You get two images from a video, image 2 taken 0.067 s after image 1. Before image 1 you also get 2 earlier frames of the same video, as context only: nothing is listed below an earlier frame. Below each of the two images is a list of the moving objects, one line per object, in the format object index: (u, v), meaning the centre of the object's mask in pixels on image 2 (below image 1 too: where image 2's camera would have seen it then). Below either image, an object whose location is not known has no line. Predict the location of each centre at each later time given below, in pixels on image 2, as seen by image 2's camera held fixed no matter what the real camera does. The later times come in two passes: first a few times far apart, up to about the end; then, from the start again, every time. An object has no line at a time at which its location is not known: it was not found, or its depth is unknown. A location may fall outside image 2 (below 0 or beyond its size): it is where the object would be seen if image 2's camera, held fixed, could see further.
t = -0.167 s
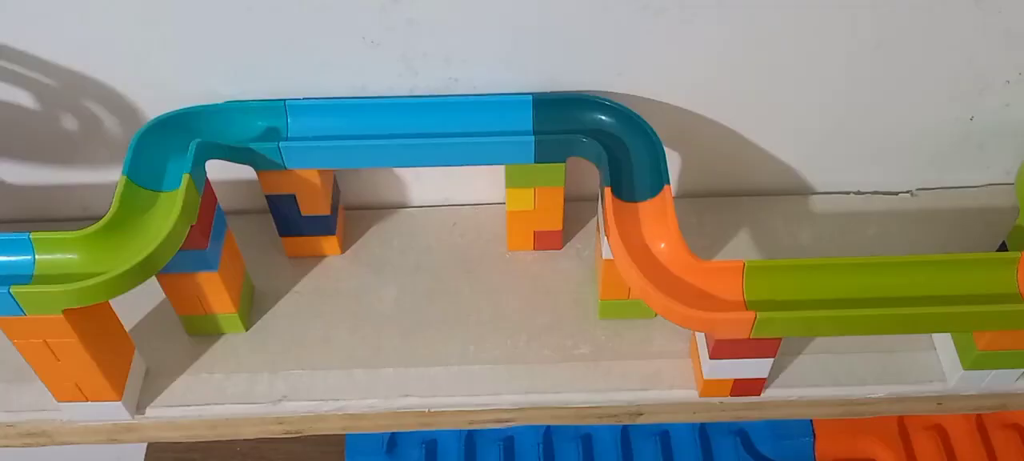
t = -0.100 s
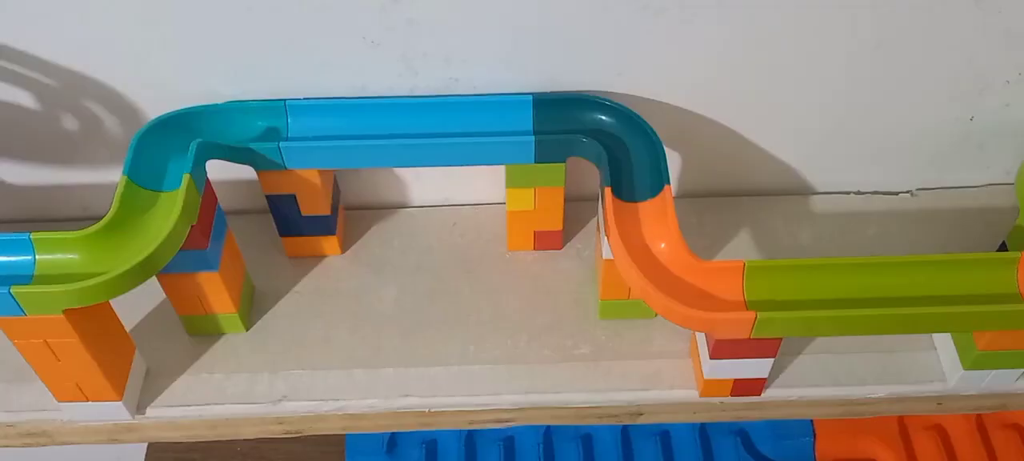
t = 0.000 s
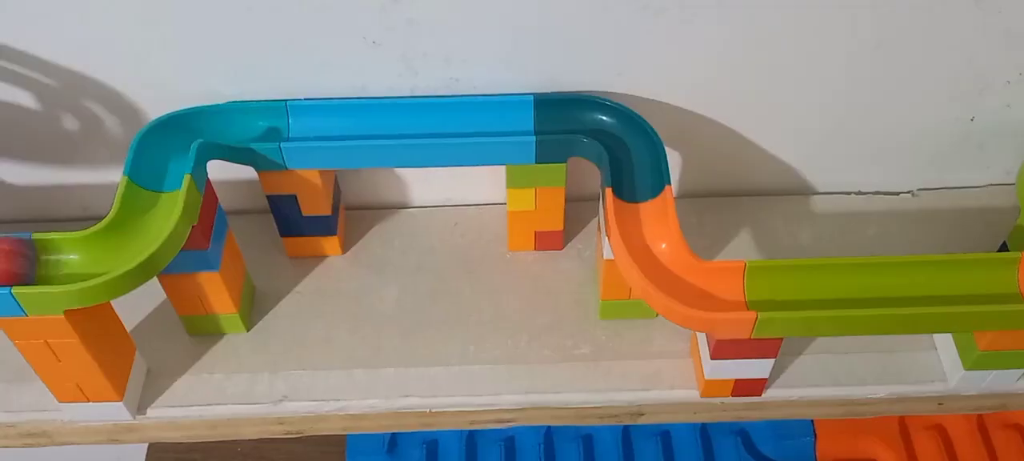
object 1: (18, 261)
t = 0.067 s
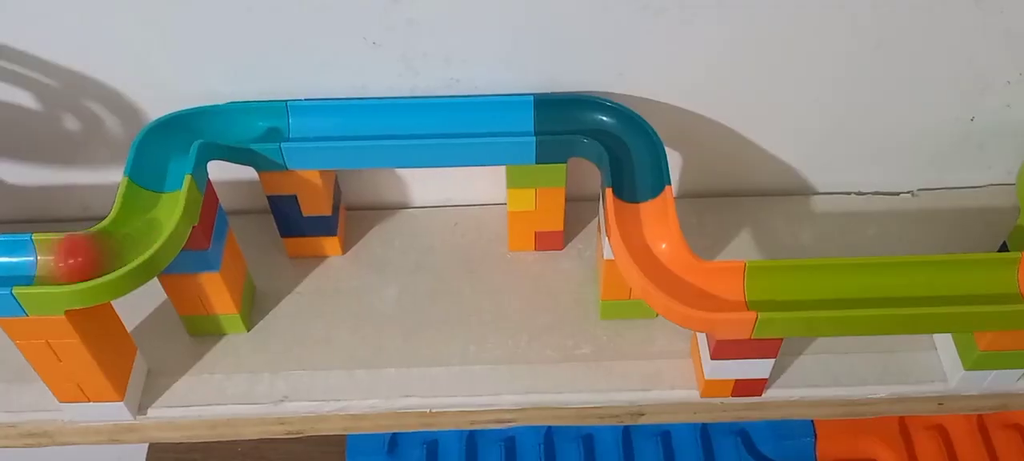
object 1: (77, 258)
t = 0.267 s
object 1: (166, 142)
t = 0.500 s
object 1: (359, 120)
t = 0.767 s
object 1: (569, 115)
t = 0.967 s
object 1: (637, 178)
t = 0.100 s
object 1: (111, 245)
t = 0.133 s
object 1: (134, 227)
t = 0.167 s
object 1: (146, 205)
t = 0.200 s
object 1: (153, 183)
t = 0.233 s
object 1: (159, 163)
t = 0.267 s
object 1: (166, 142)
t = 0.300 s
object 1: (178, 129)
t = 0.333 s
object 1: (202, 121)
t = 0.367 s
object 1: (236, 121)
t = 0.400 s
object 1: (269, 121)
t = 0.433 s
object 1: (299, 121)
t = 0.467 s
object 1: (328, 121)
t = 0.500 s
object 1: (359, 120)
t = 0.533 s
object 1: (387, 119)
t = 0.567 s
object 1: (414, 119)
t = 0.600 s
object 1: (441, 118)
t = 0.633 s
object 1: (471, 117)
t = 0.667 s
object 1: (498, 116)
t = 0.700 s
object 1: (525, 115)
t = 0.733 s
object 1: (550, 114)
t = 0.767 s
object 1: (569, 115)
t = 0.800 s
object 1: (591, 117)
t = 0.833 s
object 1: (609, 124)
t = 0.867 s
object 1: (623, 134)
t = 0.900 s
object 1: (632, 148)
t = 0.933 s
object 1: (635, 164)
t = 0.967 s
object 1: (637, 178)
